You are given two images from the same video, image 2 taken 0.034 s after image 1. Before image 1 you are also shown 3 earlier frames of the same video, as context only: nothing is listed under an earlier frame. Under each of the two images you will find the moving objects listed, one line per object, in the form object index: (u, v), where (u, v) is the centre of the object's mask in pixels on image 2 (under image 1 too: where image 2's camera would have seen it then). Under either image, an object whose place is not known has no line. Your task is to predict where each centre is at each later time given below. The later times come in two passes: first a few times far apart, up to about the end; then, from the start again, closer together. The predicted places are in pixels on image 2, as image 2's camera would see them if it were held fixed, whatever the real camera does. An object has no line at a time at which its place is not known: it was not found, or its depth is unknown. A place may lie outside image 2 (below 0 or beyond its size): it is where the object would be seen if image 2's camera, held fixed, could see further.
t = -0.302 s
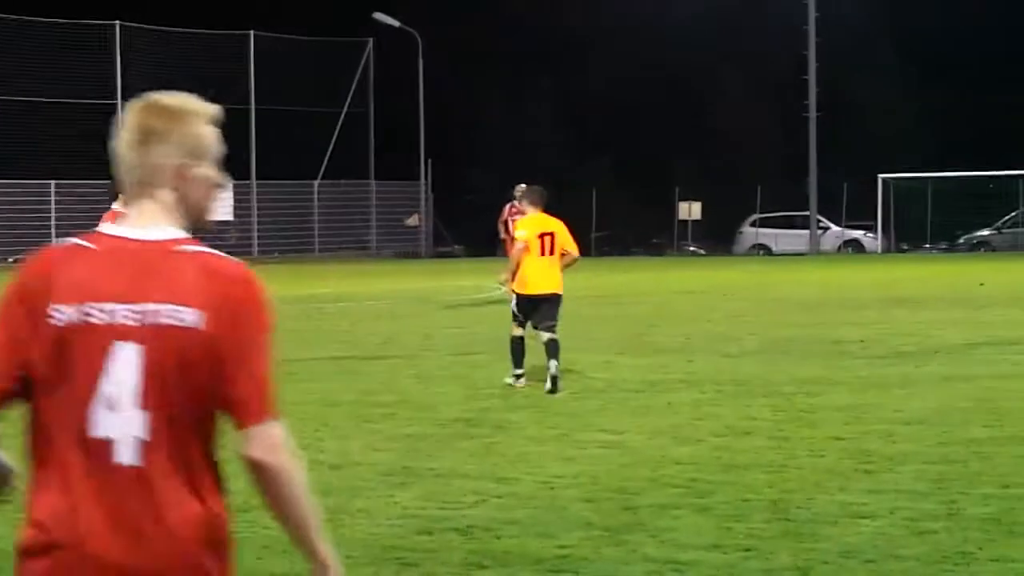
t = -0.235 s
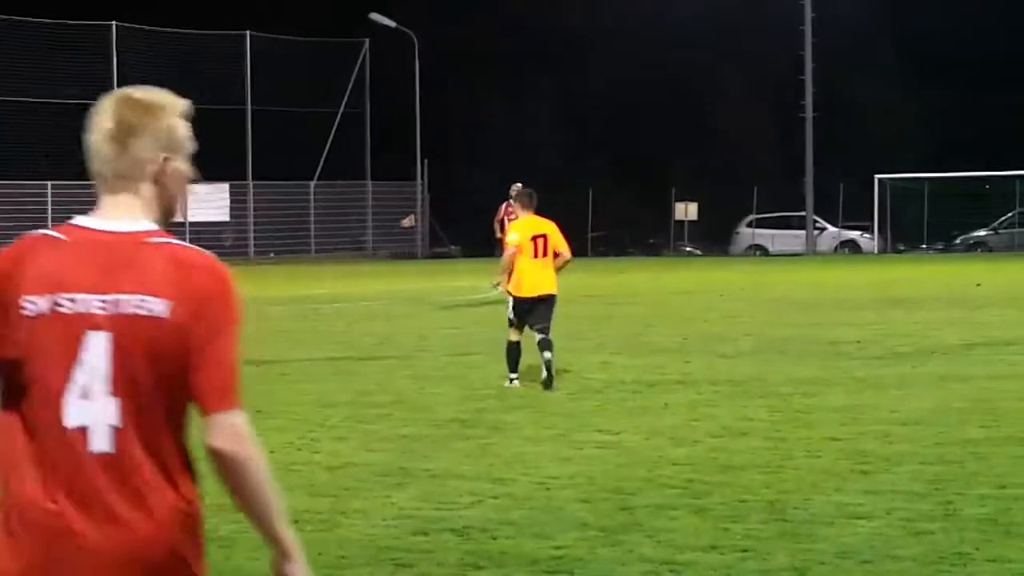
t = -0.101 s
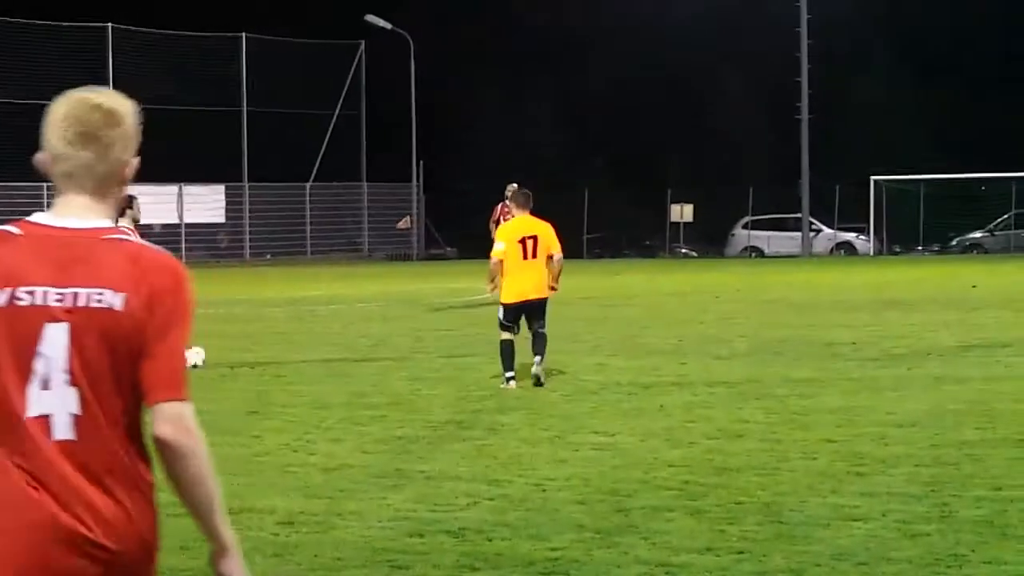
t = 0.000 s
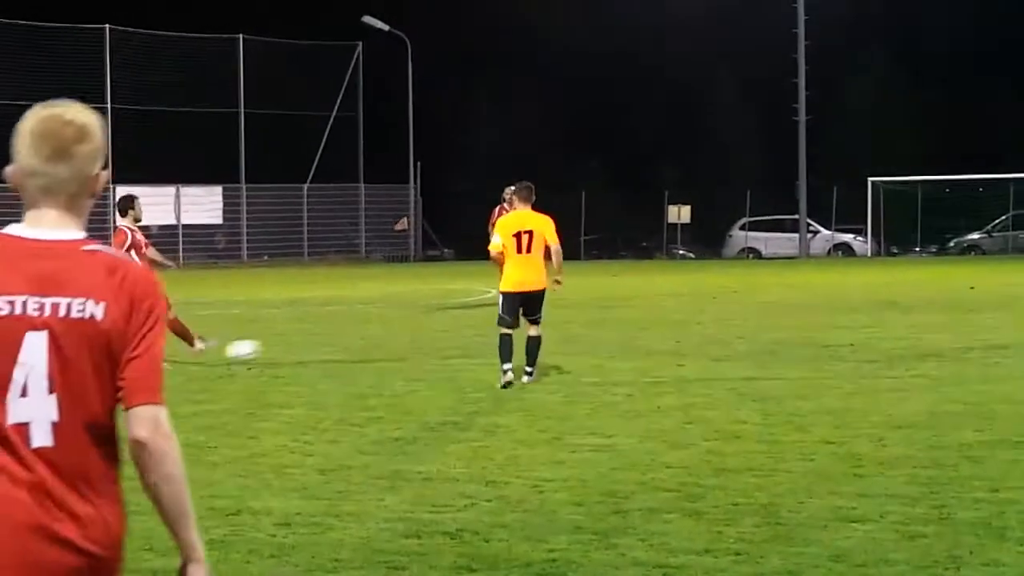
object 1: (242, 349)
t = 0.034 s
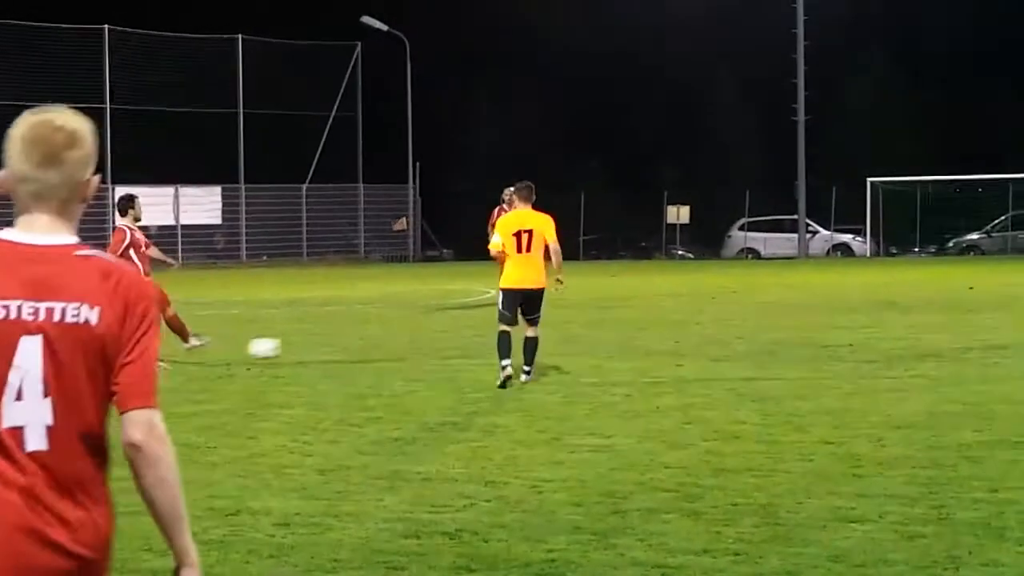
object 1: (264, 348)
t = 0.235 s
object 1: (369, 333)
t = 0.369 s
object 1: (418, 326)
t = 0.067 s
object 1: (285, 345)
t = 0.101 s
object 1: (304, 343)
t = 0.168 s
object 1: (339, 338)
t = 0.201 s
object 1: (356, 336)
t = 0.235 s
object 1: (369, 333)
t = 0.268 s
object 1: (383, 330)
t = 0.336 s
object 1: (407, 327)
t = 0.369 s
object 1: (418, 326)
